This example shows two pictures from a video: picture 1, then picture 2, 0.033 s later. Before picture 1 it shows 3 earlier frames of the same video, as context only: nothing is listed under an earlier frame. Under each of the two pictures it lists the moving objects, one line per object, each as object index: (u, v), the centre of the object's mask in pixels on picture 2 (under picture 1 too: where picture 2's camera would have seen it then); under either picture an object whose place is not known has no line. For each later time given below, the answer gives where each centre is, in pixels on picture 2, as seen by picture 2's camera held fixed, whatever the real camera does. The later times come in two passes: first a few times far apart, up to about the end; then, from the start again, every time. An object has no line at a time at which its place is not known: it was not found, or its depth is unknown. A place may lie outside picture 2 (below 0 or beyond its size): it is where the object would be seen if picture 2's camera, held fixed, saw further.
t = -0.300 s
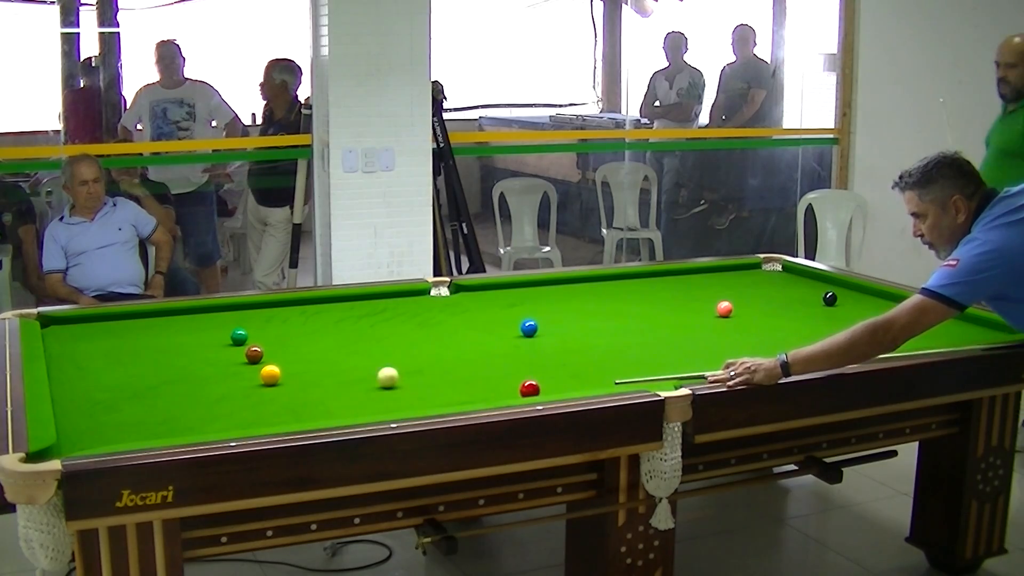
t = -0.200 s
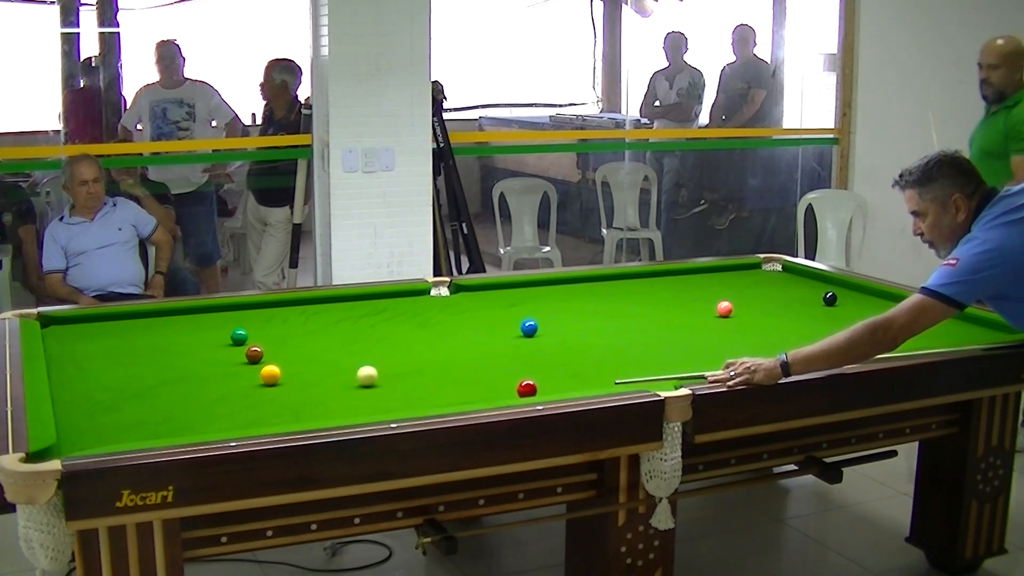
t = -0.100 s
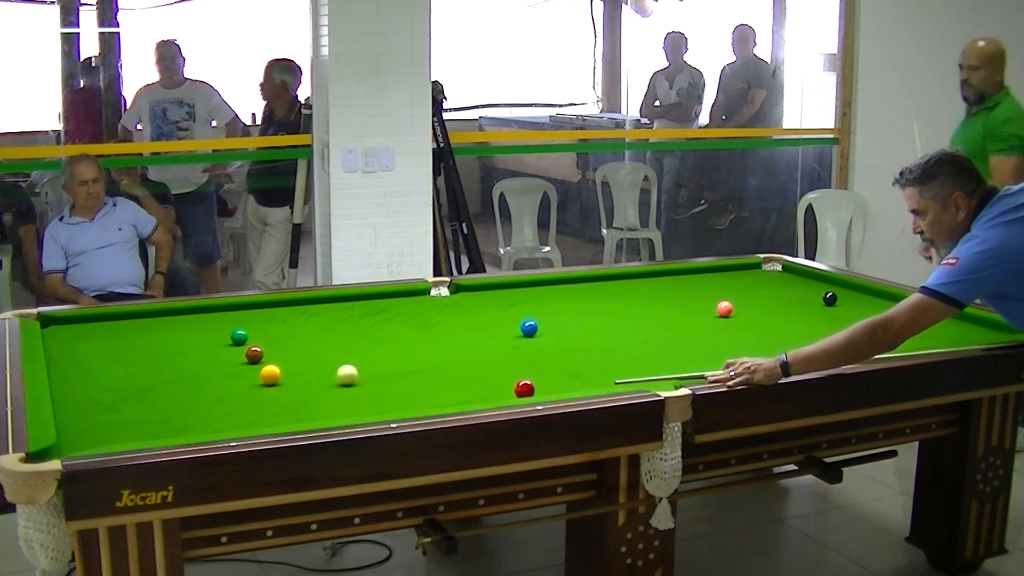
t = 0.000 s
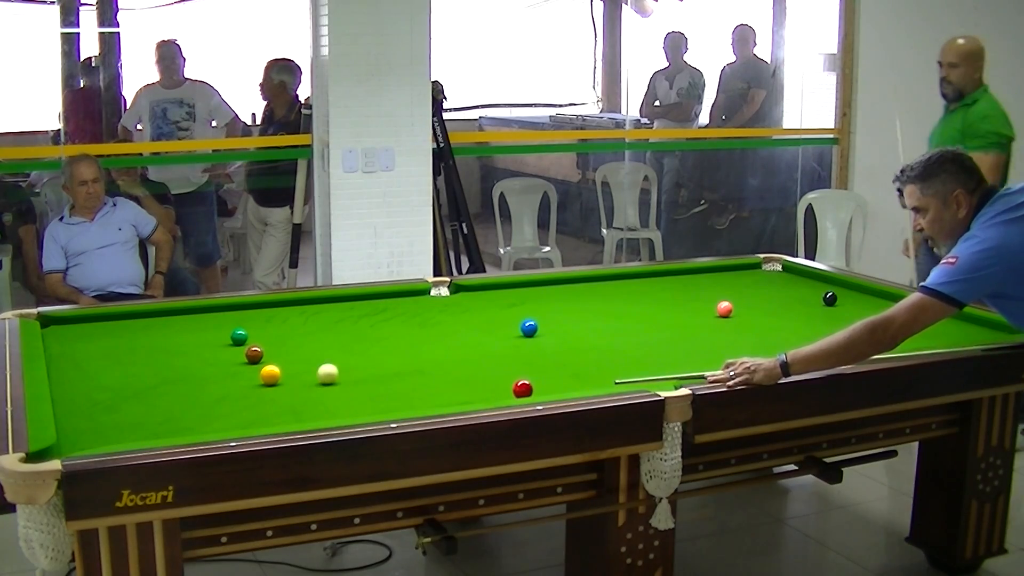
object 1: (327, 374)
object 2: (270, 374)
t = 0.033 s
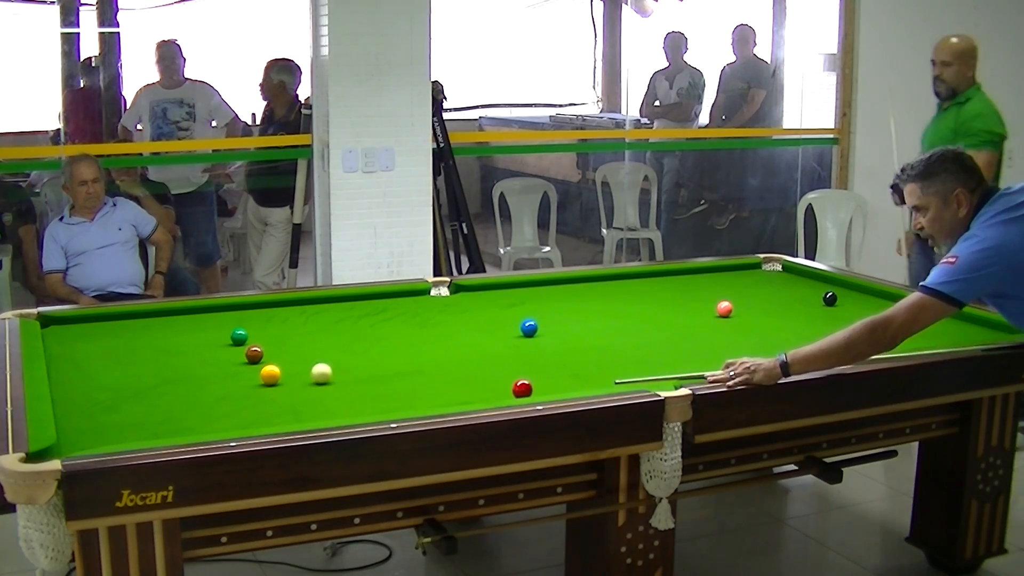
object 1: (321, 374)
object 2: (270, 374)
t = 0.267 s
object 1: (283, 370)
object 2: (267, 375)
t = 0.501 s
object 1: (261, 364)
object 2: (253, 378)
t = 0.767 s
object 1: (237, 360)
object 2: (240, 380)
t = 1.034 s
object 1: (218, 355)
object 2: (230, 382)
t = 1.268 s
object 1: (203, 352)
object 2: (224, 382)
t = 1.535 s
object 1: (189, 348)
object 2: (219, 383)
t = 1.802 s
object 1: (176, 345)
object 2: (217, 383)
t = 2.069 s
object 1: (166, 342)
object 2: (218, 383)
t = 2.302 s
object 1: (159, 340)
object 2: (218, 383)
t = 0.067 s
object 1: (315, 374)
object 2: (270, 374)
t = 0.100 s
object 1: (309, 373)
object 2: (270, 374)
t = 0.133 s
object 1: (302, 373)
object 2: (270, 374)
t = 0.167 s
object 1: (297, 372)
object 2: (270, 374)
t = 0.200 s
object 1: (291, 372)
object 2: (270, 374)
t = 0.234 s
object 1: (287, 371)
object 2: (269, 375)
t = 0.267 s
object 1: (283, 370)
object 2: (267, 375)
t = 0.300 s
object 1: (280, 369)
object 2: (265, 375)
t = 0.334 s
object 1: (277, 368)
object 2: (263, 376)
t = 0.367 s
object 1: (274, 367)
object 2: (260, 376)
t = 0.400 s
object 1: (271, 366)
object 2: (259, 377)
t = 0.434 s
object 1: (268, 365)
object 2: (257, 377)
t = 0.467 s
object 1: (265, 364)
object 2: (255, 377)
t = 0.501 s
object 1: (261, 364)
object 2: (253, 378)
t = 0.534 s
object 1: (258, 363)
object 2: (251, 378)
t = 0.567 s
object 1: (255, 362)
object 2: (250, 378)
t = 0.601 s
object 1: (252, 361)
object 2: (248, 379)
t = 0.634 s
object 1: (249, 361)
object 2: (246, 379)
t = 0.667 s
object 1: (246, 361)
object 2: (244, 379)
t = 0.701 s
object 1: (243, 360)
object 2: (243, 379)
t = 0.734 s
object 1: (240, 360)
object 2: (242, 380)
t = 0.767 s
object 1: (237, 360)
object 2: (240, 380)
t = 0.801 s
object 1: (235, 359)
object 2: (239, 380)
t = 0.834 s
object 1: (233, 359)
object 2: (237, 380)
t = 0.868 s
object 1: (230, 358)
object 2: (236, 381)
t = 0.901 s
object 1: (227, 358)
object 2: (235, 381)
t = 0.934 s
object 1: (225, 357)
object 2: (234, 381)
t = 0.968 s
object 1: (223, 356)
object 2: (232, 381)
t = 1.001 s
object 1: (220, 356)
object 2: (231, 381)
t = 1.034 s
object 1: (218, 355)
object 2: (230, 382)
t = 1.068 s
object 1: (216, 355)
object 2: (229, 382)
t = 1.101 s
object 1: (214, 354)
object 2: (228, 382)
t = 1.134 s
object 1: (211, 354)
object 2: (227, 382)
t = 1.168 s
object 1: (209, 353)
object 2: (226, 382)
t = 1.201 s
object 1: (207, 353)
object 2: (225, 382)
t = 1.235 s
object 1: (205, 352)
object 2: (224, 382)
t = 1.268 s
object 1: (203, 352)
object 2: (224, 382)
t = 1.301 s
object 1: (201, 351)
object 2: (223, 382)
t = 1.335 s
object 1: (199, 351)
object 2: (222, 383)
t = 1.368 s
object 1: (197, 350)
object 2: (221, 383)
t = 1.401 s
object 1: (195, 350)
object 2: (221, 383)
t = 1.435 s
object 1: (194, 349)
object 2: (220, 383)
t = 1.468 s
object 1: (192, 349)
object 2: (220, 383)
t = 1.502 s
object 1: (190, 348)
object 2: (219, 383)
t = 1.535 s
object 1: (189, 348)
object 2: (219, 383)
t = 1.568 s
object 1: (187, 348)
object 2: (218, 383)
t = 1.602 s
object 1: (185, 347)
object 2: (218, 383)
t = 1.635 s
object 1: (184, 347)
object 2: (218, 383)
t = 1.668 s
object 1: (182, 346)
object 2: (218, 383)
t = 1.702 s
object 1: (181, 346)
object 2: (218, 383)
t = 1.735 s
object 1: (179, 345)
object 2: (217, 383)
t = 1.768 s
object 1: (178, 345)
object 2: (217, 383)
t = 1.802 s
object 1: (176, 345)
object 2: (217, 383)
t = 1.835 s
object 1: (175, 344)
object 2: (217, 383)
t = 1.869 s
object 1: (174, 344)
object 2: (217, 383)
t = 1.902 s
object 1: (172, 343)
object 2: (217, 383)
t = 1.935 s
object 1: (171, 343)
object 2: (218, 383)
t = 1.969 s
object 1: (170, 343)
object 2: (218, 383)
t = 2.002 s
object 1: (168, 343)
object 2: (218, 383)
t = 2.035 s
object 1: (167, 342)
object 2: (218, 383)
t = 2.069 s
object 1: (166, 342)
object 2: (218, 383)
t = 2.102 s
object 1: (165, 342)
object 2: (218, 383)
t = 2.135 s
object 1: (164, 341)
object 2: (218, 383)
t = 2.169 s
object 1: (163, 341)
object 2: (218, 383)
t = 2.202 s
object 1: (162, 341)
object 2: (218, 383)
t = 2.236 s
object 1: (161, 340)
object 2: (218, 383)
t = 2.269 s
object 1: (160, 340)
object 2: (218, 383)
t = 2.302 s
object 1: (159, 340)
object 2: (218, 383)
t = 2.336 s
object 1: (158, 339)
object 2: (218, 383)
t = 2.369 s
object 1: (157, 339)
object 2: (218, 383)
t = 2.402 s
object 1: (156, 339)
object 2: (218, 383)
